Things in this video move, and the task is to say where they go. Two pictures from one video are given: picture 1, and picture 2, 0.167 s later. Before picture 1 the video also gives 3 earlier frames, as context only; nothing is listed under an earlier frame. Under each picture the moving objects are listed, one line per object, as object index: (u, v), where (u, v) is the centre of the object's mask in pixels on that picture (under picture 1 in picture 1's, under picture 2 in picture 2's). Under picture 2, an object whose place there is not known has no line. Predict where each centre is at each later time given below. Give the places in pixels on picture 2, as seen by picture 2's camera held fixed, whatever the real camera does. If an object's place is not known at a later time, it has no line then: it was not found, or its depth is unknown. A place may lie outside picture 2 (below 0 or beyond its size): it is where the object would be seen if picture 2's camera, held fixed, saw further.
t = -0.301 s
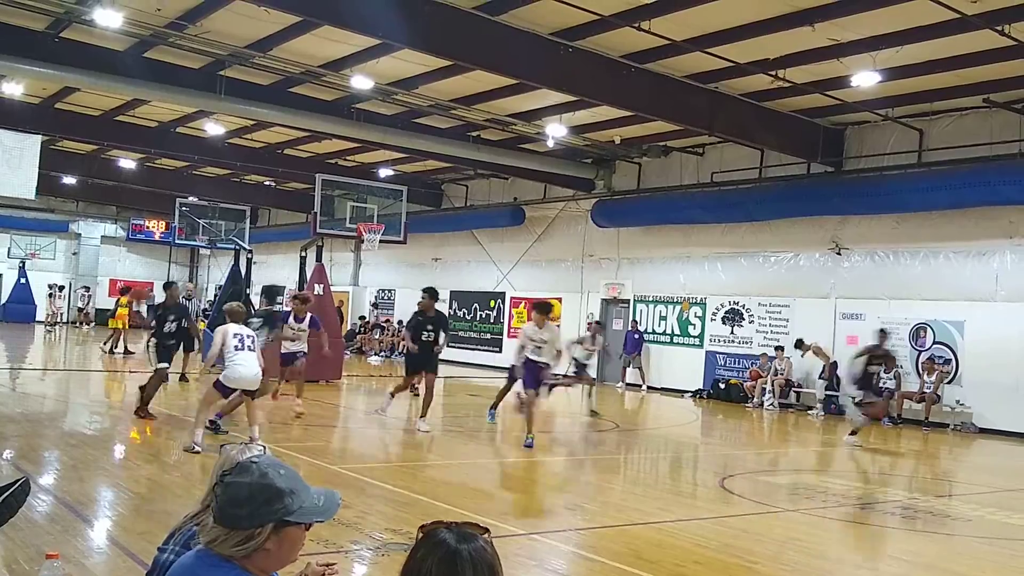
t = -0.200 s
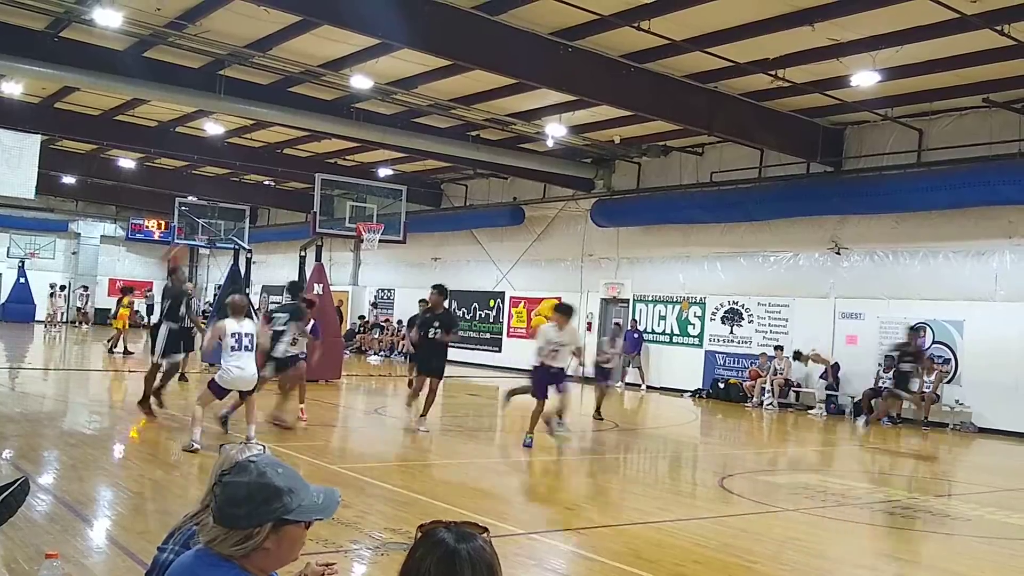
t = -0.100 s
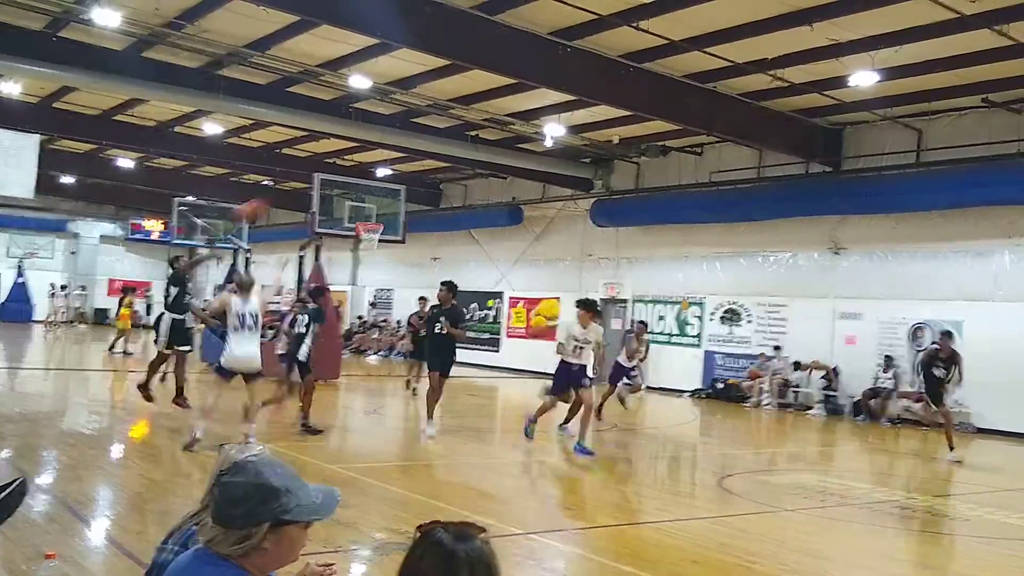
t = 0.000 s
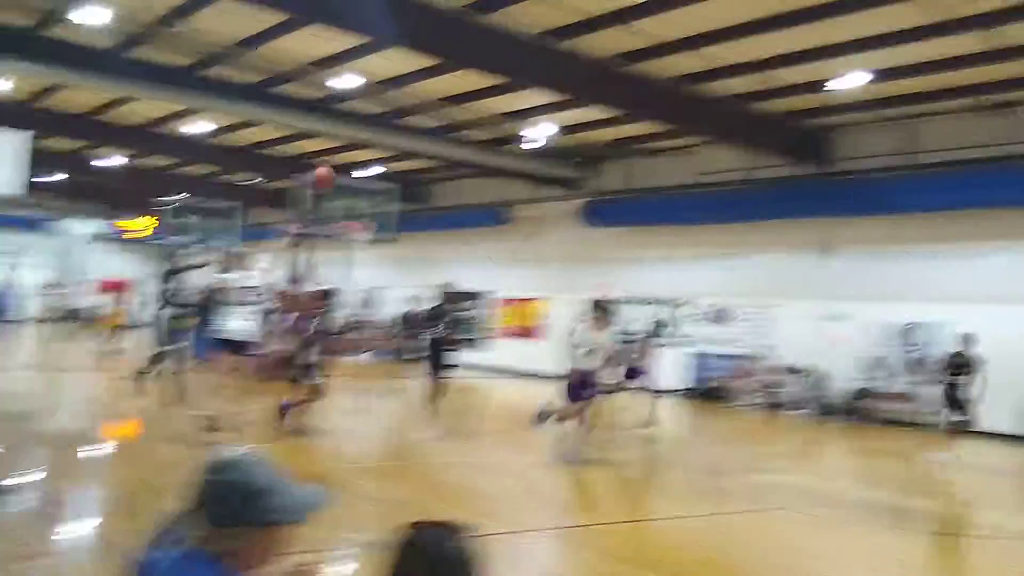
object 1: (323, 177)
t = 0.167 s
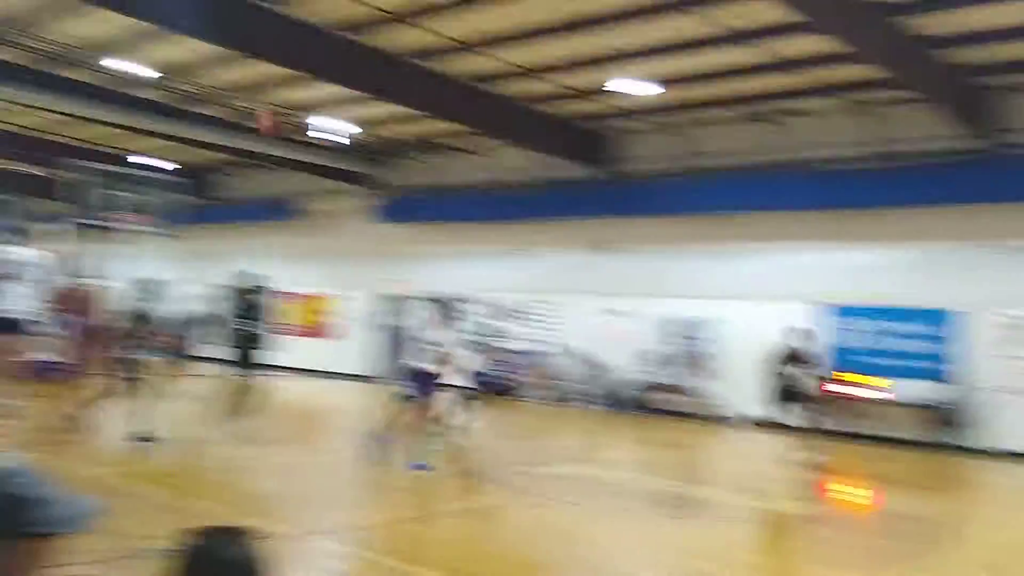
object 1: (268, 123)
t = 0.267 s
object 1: (364, 113)
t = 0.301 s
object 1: (401, 110)
